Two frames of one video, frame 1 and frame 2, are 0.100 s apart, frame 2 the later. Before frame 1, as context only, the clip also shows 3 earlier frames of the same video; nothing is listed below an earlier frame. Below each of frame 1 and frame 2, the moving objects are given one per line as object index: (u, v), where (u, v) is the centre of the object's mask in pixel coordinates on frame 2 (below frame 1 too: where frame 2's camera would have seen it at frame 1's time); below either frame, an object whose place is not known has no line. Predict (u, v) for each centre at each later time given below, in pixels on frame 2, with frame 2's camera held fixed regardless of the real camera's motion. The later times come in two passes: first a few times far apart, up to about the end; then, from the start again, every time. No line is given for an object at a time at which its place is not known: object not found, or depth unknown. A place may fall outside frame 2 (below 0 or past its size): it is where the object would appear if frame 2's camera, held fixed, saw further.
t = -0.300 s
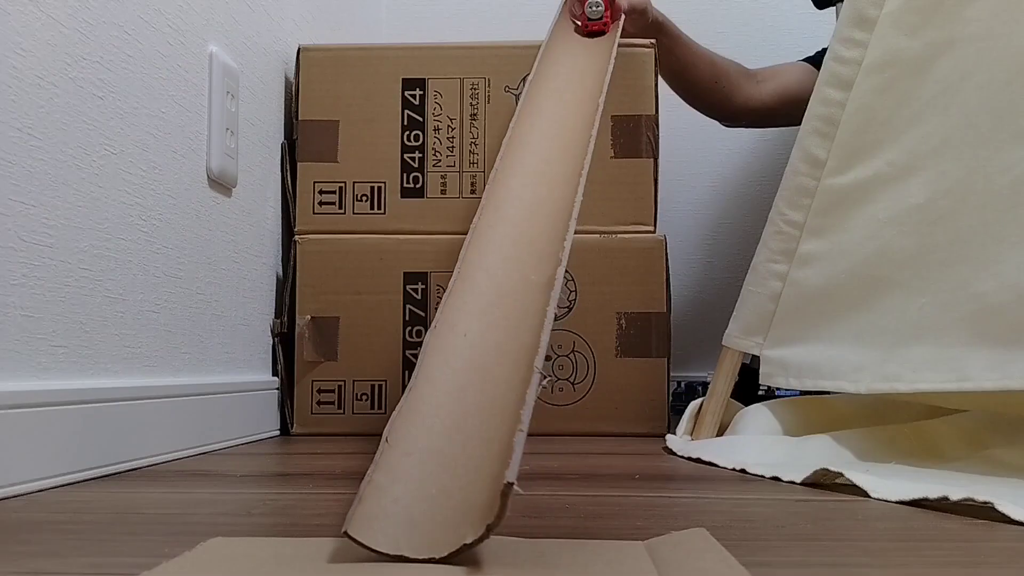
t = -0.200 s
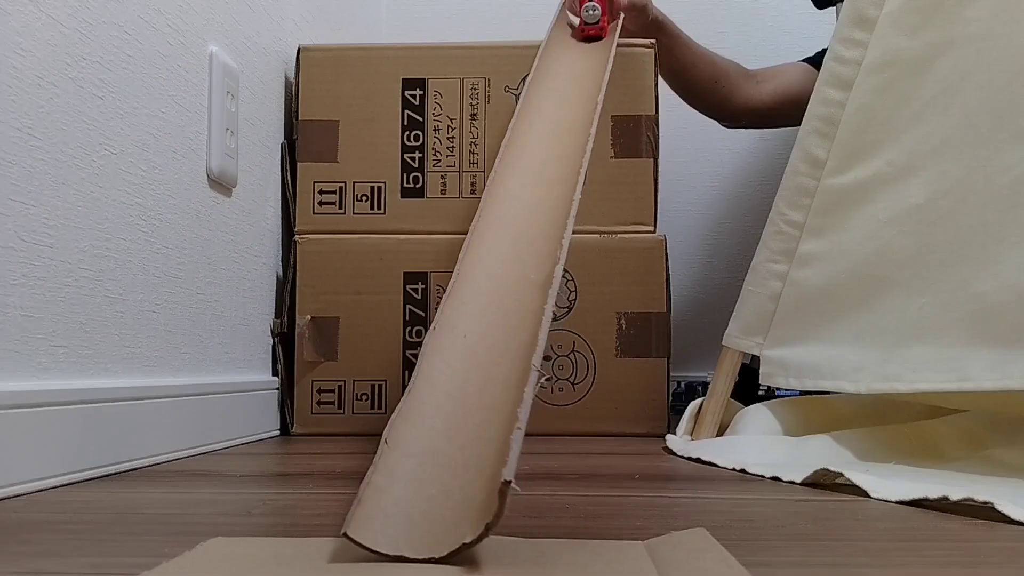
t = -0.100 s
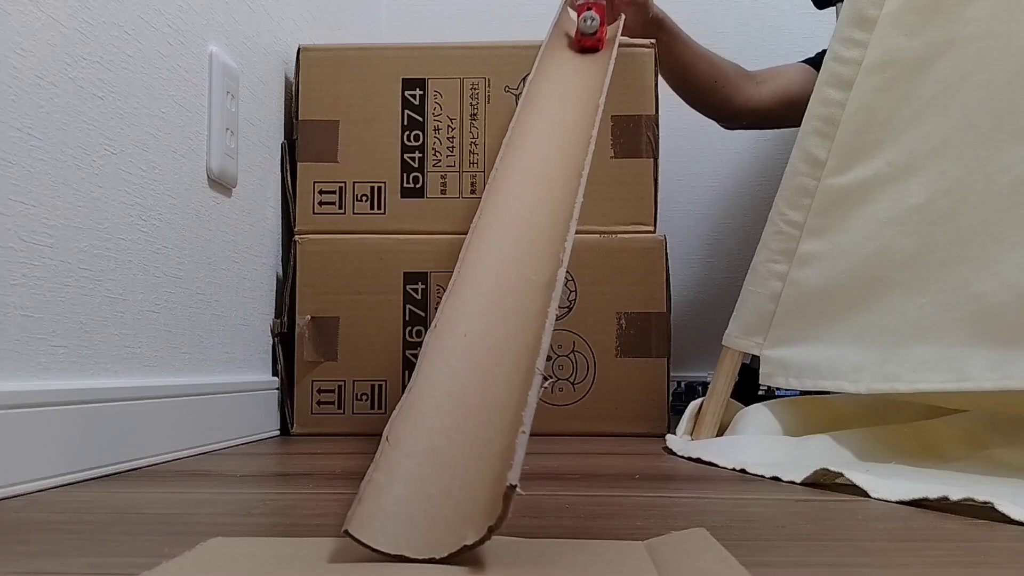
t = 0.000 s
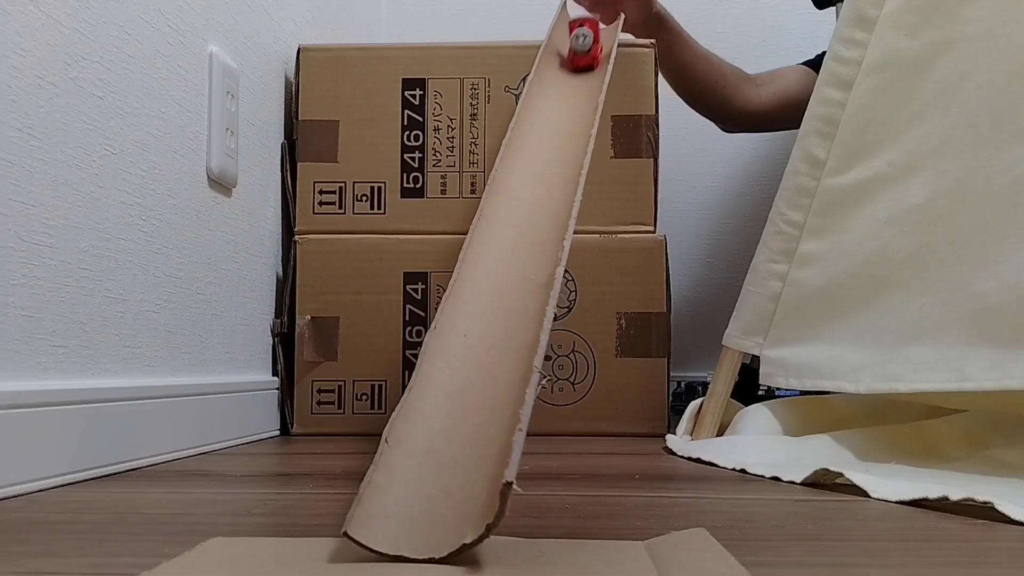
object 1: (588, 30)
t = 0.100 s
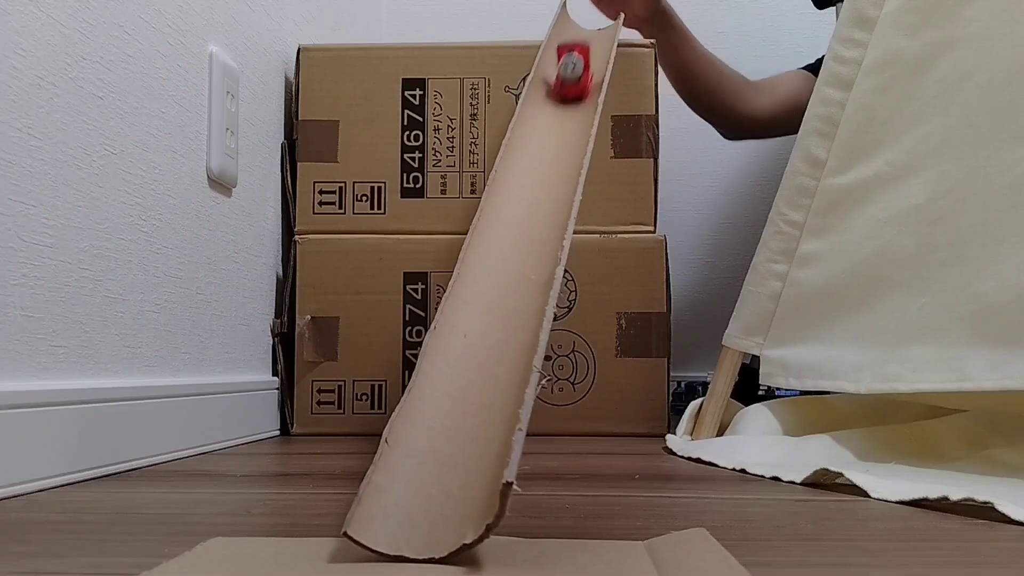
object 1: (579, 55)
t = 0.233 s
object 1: (558, 118)
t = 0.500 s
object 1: (358, 519)
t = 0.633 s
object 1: (61, 538)
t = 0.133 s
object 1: (575, 70)
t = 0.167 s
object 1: (572, 84)
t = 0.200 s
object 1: (567, 99)
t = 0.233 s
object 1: (558, 118)
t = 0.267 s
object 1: (550, 142)
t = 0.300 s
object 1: (540, 171)
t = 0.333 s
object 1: (524, 205)
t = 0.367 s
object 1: (503, 257)
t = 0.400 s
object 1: (480, 323)
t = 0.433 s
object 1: (446, 412)
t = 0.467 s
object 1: (418, 485)
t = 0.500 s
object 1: (358, 519)
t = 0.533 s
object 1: (306, 520)
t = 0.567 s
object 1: (224, 509)
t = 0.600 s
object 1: (110, 508)
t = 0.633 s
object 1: (61, 538)
